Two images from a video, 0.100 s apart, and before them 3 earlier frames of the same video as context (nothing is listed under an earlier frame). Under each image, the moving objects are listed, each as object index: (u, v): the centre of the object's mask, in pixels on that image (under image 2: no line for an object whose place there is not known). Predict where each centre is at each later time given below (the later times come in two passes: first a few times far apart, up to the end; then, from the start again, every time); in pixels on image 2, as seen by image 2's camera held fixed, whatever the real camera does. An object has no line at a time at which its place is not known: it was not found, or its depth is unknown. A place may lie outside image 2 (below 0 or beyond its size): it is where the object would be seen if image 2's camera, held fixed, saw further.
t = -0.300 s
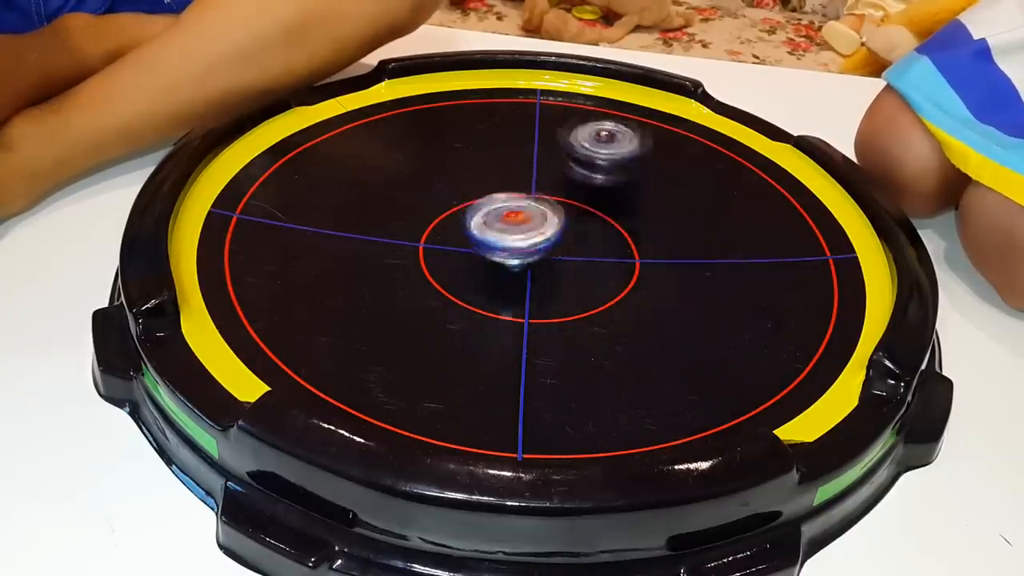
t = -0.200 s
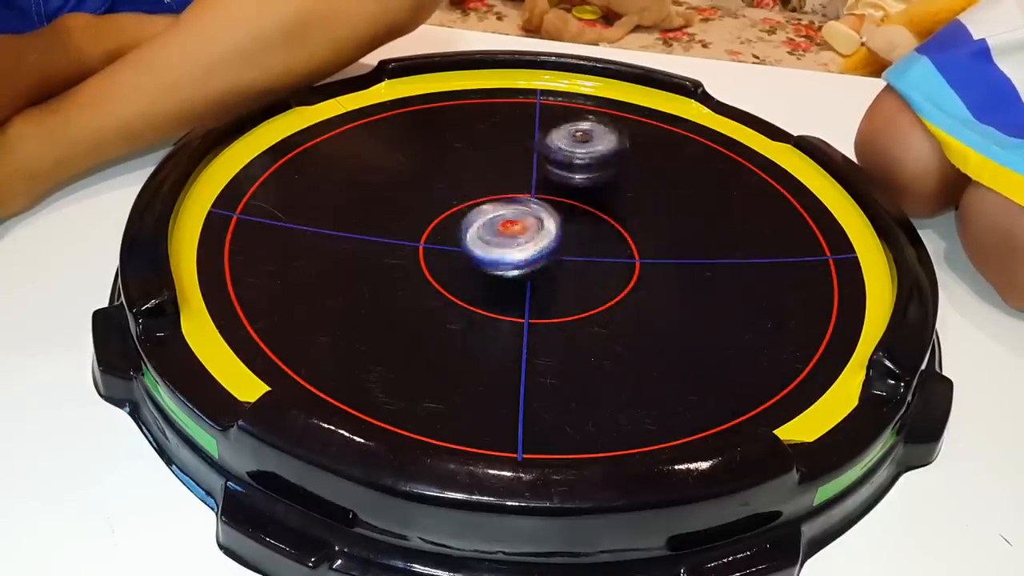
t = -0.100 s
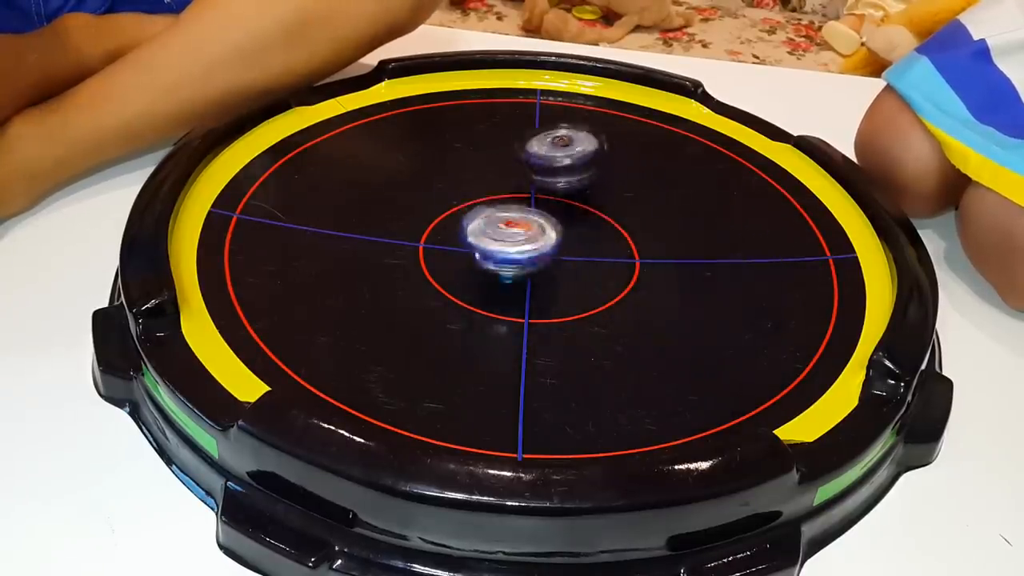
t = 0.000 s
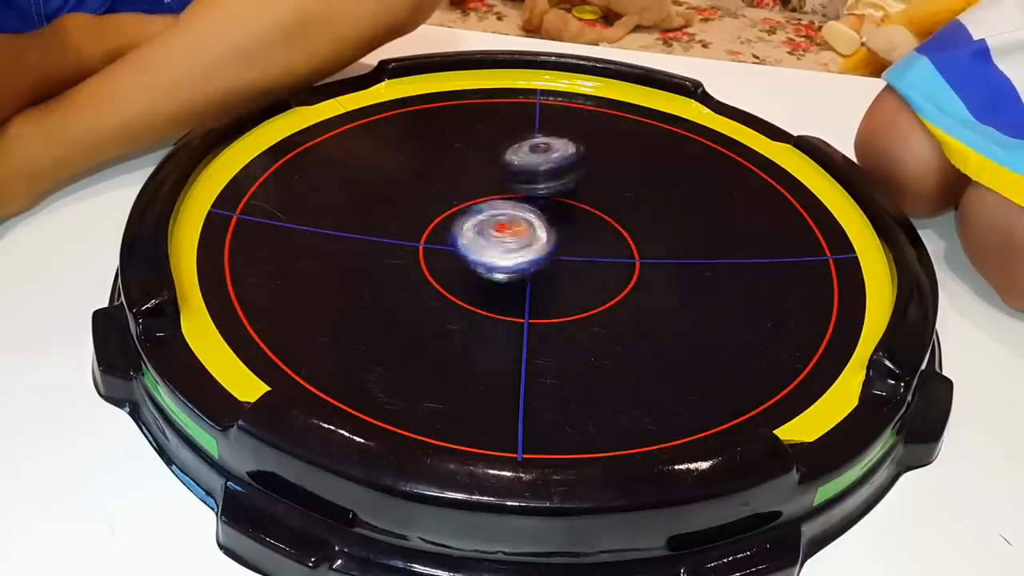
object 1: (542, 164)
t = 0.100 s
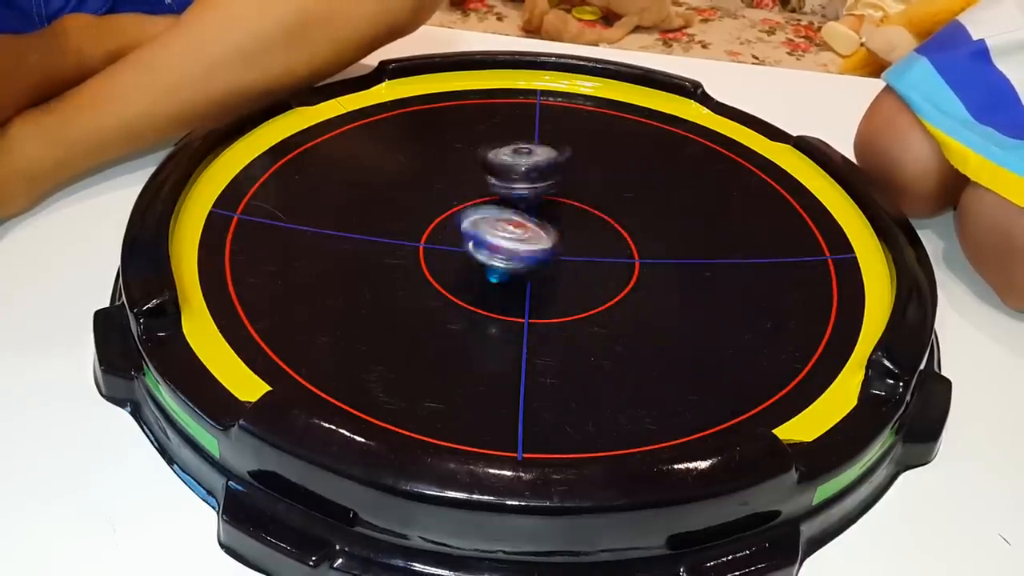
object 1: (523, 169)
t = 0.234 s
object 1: (493, 167)
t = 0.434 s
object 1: (447, 163)
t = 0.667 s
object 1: (420, 179)
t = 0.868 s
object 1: (435, 204)
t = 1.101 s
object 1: (433, 221)
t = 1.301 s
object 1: (443, 213)
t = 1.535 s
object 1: (462, 199)
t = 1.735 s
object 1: (463, 200)
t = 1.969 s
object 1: (463, 200)
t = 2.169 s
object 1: (460, 200)
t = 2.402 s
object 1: (460, 201)
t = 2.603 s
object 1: (460, 201)
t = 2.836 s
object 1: (460, 201)
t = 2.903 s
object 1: (460, 201)
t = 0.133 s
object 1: (516, 167)
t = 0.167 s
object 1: (511, 168)
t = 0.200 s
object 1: (502, 167)
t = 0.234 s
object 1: (493, 167)
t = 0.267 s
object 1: (488, 167)
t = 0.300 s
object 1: (477, 166)
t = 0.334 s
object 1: (473, 167)
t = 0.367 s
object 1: (465, 165)
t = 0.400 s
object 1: (456, 164)
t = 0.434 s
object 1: (447, 163)
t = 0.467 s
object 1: (441, 163)
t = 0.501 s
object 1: (434, 165)
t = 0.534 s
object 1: (428, 166)
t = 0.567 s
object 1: (424, 170)
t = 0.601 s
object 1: (420, 172)
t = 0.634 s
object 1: (420, 175)
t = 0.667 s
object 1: (420, 179)
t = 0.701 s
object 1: (422, 184)
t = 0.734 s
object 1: (425, 188)
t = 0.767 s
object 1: (425, 191)
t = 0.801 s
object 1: (429, 195)
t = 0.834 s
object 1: (431, 199)
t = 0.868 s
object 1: (435, 204)
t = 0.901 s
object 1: (435, 208)
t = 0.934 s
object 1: (435, 208)
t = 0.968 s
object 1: (435, 212)
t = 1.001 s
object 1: (433, 213)
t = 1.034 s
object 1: (433, 215)
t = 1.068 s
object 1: (433, 219)
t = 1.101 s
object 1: (433, 221)
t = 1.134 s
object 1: (435, 222)
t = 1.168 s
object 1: (439, 226)
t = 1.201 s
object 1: (441, 223)
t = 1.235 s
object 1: (441, 223)
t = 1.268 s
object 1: (440, 218)
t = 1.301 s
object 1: (443, 213)
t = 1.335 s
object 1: (445, 207)
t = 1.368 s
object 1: (450, 206)
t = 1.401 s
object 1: (454, 203)
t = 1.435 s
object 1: (455, 197)
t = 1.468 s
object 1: (457, 197)
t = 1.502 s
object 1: (460, 198)
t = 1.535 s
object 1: (462, 199)
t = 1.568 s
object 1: (463, 199)
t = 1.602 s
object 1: (463, 200)
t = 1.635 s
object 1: (463, 200)
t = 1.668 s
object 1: (463, 200)
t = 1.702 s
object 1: (463, 200)
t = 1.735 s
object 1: (463, 200)
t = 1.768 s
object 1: (463, 200)
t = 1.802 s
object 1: (463, 200)
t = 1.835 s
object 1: (463, 200)
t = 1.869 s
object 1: (463, 200)
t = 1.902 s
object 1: (463, 200)
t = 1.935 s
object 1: (463, 200)
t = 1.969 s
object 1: (463, 200)
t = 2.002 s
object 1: (463, 200)
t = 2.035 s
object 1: (463, 200)
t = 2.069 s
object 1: (463, 200)
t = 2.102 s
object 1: (461, 200)
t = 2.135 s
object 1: (460, 200)
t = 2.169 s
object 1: (460, 200)
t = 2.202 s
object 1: (460, 201)
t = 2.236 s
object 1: (460, 201)
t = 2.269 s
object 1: (460, 201)
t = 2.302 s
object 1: (460, 201)
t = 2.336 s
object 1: (460, 201)
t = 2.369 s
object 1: (460, 201)
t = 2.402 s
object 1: (460, 201)
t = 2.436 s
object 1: (460, 201)
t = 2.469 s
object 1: (460, 201)
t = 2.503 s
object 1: (460, 201)
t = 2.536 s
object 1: (460, 201)
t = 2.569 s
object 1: (460, 201)
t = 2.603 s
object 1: (460, 201)
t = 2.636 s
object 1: (460, 201)
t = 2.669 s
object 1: (460, 201)
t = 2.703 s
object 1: (460, 201)
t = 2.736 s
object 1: (460, 201)
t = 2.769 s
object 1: (460, 201)
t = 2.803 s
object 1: (460, 201)
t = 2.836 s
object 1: (460, 201)
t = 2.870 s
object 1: (460, 201)
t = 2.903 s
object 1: (460, 201)
